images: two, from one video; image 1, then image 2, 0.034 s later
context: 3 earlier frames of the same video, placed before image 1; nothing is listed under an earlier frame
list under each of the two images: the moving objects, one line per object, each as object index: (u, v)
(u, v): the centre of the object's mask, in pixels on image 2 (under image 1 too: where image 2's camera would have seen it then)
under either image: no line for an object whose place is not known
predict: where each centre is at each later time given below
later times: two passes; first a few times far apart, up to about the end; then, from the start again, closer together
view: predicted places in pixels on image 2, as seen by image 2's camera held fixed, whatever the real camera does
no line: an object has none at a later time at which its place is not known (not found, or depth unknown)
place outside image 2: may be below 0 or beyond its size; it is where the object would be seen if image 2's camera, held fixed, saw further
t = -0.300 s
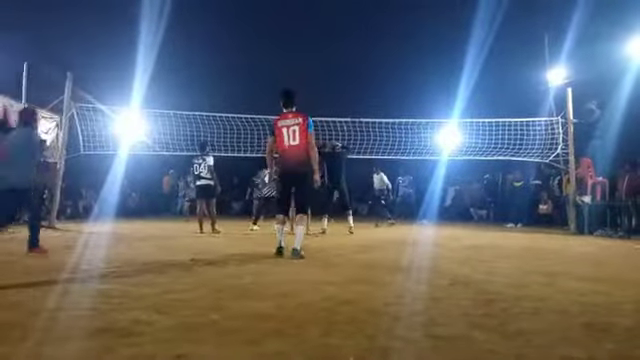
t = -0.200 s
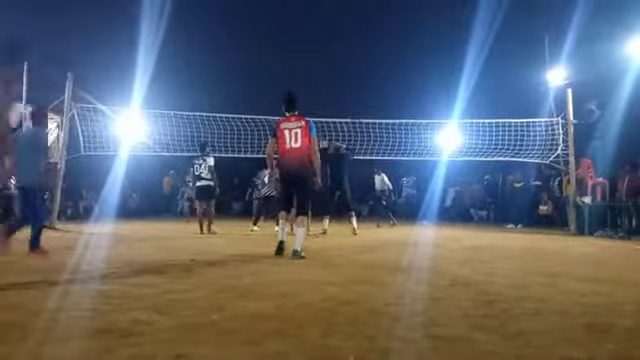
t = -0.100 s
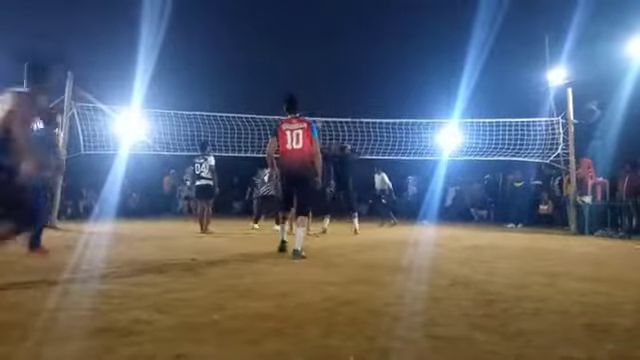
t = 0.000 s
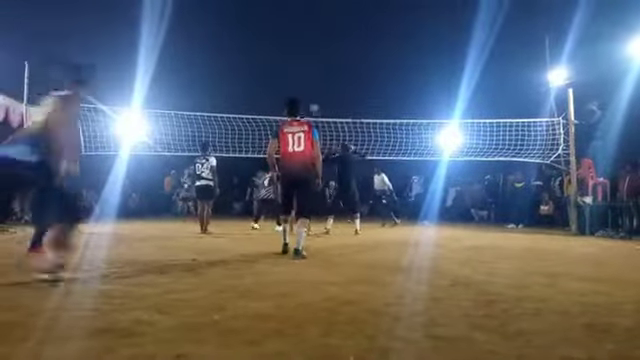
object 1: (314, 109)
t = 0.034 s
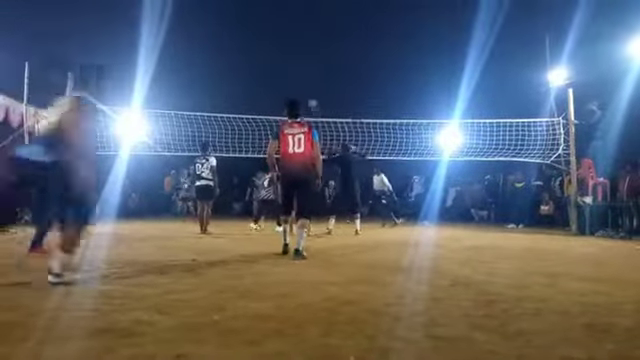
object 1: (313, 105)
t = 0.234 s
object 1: (302, 81)
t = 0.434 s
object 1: (289, 72)
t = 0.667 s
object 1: (276, 79)
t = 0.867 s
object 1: (264, 99)
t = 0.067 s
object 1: (310, 99)
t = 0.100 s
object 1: (308, 95)
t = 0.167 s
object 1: (305, 87)
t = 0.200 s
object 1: (303, 84)
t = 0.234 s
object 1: (302, 81)
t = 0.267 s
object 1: (300, 79)
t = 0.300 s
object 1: (297, 77)
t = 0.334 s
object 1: (294, 75)
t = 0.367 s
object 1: (293, 74)
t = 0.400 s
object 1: (291, 72)
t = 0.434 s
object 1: (289, 72)
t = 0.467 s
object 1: (287, 72)
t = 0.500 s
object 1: (286, 73)
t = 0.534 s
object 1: (284, 73)
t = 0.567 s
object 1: (282, 73)
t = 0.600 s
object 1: (280, 75)
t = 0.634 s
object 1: (279, 76)
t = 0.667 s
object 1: (276, 79)
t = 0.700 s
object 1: (274, 81)
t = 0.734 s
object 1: (272, 84)
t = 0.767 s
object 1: (270, 87)
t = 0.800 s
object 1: (269, 91)
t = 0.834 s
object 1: (266, 95)
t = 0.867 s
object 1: (264, 99)
